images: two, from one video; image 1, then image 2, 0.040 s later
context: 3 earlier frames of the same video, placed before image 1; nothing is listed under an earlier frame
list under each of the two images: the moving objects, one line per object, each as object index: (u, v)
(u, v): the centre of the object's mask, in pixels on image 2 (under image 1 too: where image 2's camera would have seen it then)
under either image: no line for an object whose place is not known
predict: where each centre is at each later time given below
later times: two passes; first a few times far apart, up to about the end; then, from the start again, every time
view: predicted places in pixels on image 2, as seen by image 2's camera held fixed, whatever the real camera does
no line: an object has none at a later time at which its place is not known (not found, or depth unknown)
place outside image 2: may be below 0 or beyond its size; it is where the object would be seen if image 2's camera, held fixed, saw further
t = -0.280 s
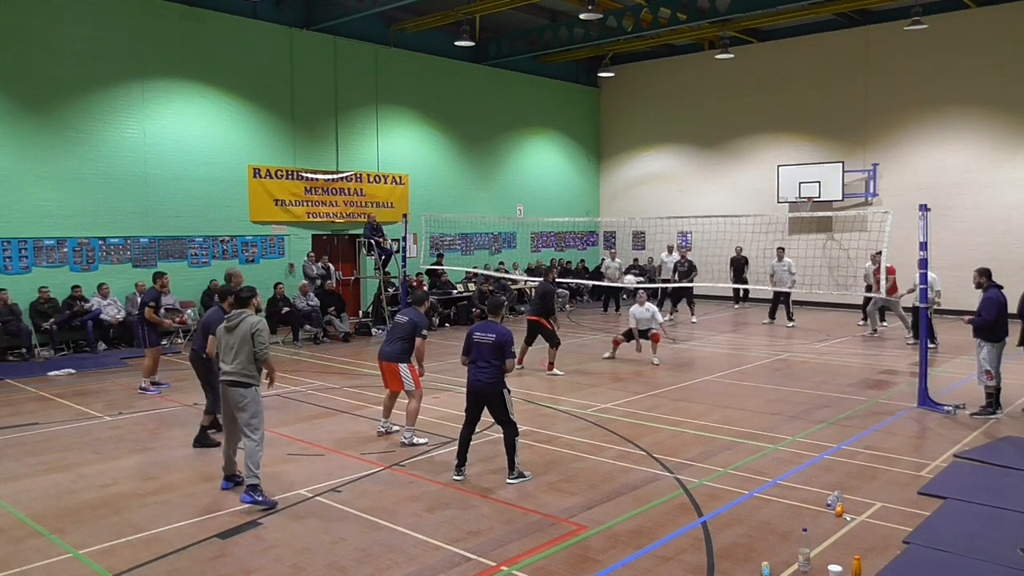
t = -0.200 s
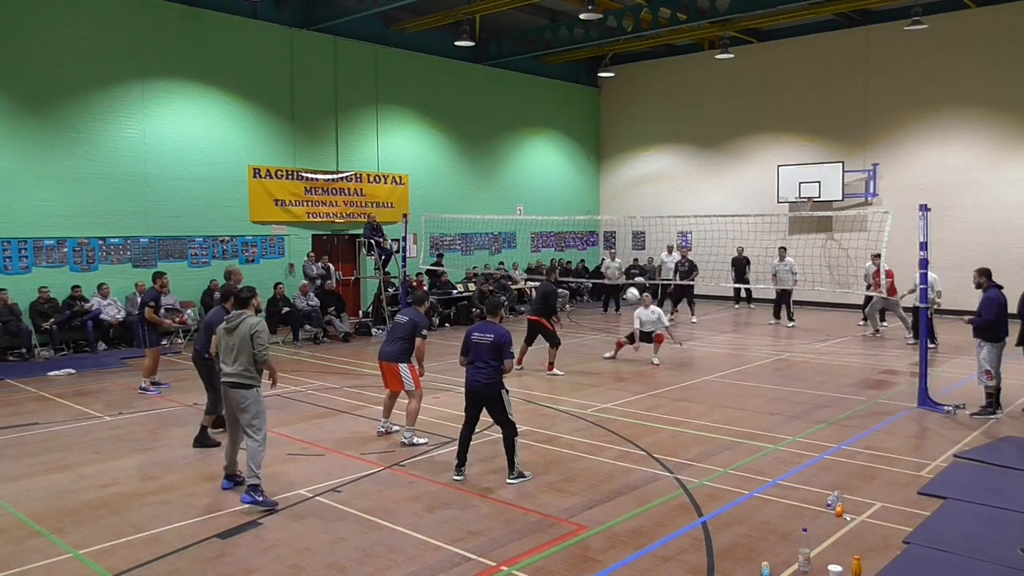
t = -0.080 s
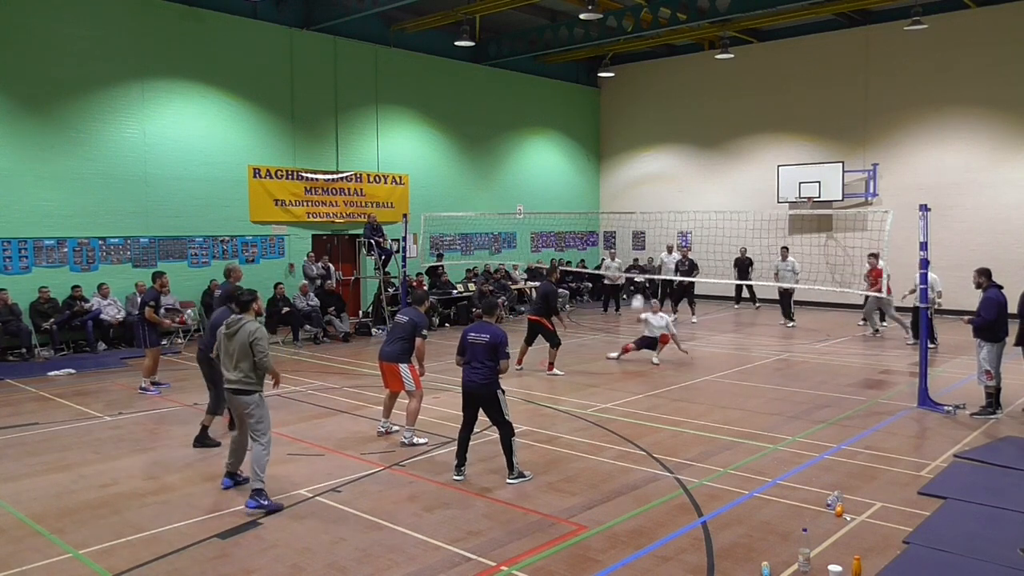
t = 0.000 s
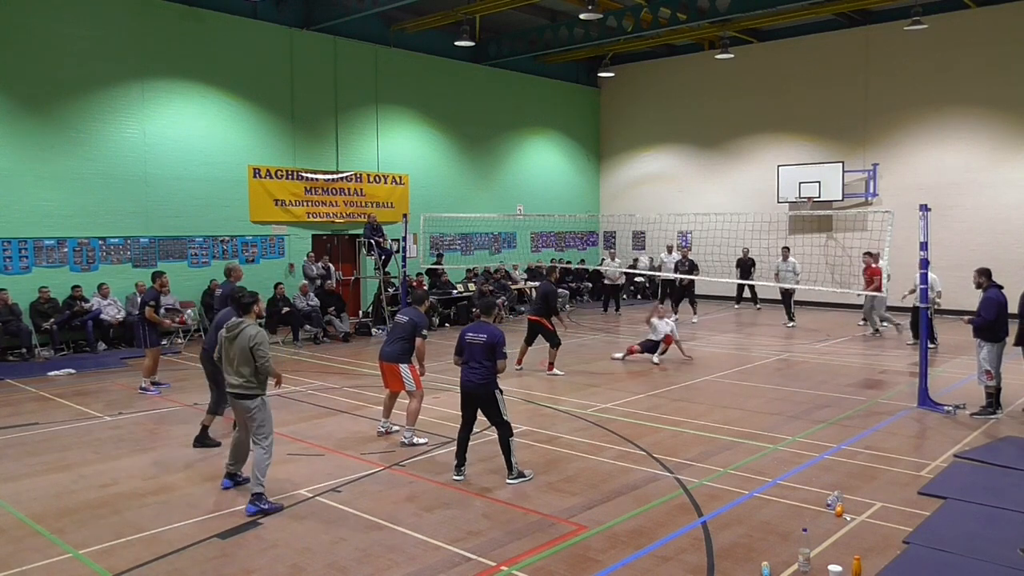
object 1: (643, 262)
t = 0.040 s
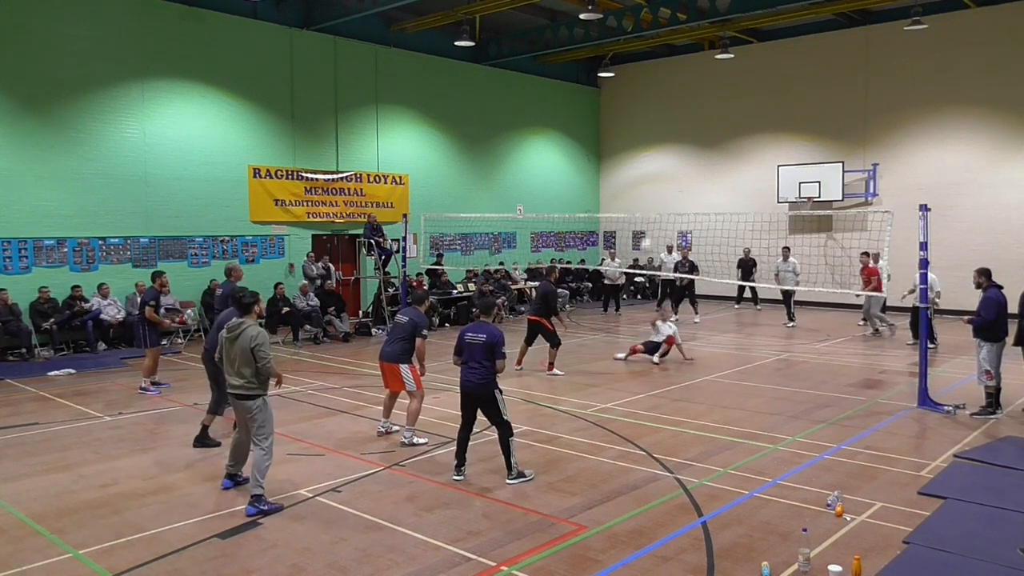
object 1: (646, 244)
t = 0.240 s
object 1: (660, 174)
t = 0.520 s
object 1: (677, 116)
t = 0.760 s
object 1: (689, 104)
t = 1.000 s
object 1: (700, 121)
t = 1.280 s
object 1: (709, 173)
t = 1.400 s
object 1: (712, 205)
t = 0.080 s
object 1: (649, 227)
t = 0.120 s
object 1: (652, 211)
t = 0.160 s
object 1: (654, 198)
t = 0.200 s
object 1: (657, 185)
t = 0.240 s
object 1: (660, 174)
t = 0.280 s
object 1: (663, 161)
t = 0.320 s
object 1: (666, 150)
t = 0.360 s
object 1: (669, 140)
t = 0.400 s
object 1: (671, 134)
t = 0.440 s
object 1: (673, 127)
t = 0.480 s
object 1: (675, 121)
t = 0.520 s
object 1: (677, 116)
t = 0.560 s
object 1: (679, 112)
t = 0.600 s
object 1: (681, 109)
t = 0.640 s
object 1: (683, 107)
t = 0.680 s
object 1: (685, 105)
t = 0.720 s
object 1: (687, 104)
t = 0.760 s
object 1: (689, 104)
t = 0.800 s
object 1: (691, 105)
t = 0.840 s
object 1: (693, 107)
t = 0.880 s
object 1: (694, 109)
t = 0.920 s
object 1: (696, 113)
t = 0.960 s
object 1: (698, 117)
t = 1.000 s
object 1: (700, 121)
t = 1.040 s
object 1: (701, 127)
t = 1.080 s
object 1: (703, 133)
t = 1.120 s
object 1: (704, 140)
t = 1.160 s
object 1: (705, 146)
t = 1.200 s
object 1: (707, 155)
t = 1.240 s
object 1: (707, 163)
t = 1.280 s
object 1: (709, 173)
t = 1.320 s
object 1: (710, 183)
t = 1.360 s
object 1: (711, 193)
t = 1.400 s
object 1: (712, 205)
